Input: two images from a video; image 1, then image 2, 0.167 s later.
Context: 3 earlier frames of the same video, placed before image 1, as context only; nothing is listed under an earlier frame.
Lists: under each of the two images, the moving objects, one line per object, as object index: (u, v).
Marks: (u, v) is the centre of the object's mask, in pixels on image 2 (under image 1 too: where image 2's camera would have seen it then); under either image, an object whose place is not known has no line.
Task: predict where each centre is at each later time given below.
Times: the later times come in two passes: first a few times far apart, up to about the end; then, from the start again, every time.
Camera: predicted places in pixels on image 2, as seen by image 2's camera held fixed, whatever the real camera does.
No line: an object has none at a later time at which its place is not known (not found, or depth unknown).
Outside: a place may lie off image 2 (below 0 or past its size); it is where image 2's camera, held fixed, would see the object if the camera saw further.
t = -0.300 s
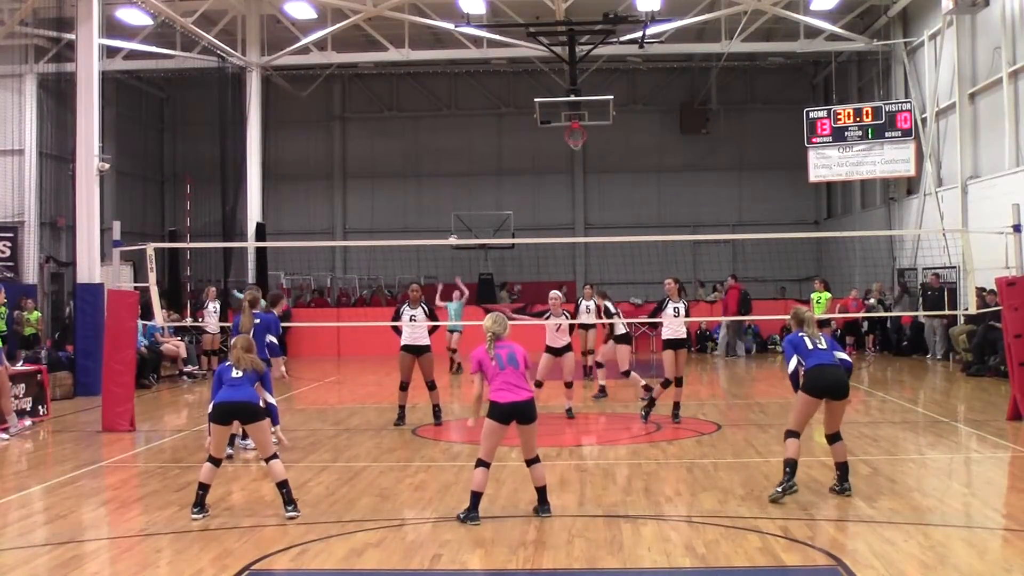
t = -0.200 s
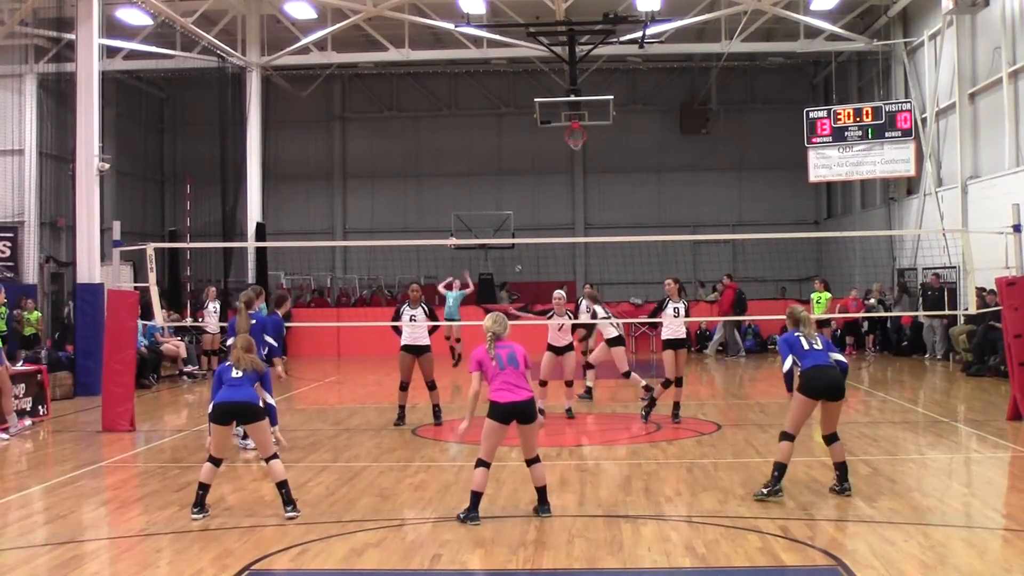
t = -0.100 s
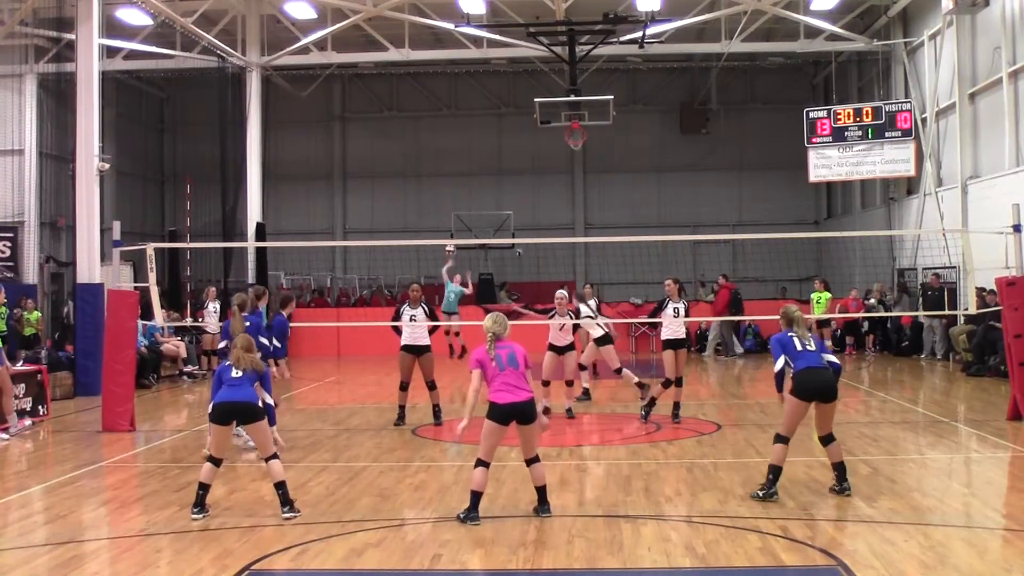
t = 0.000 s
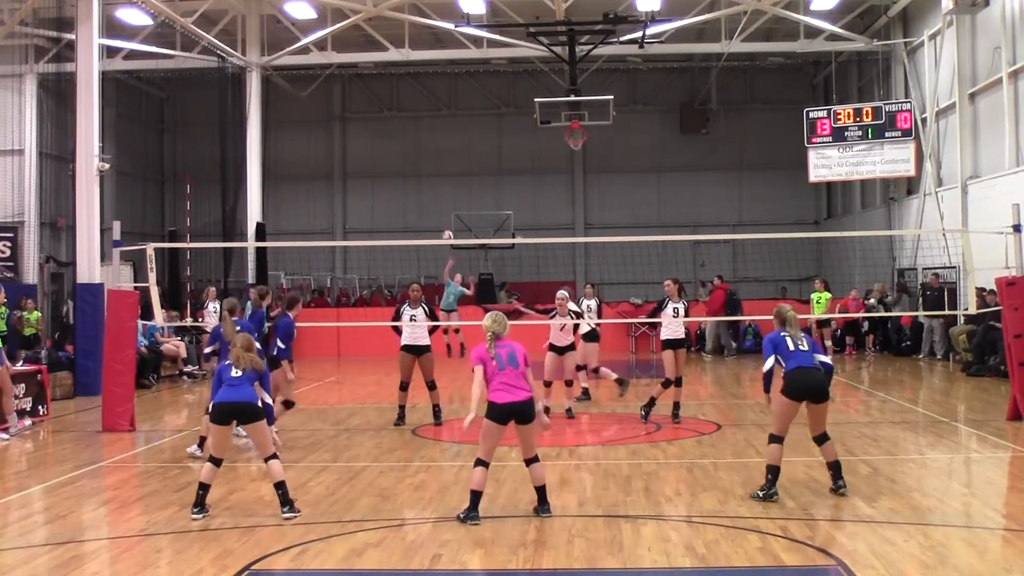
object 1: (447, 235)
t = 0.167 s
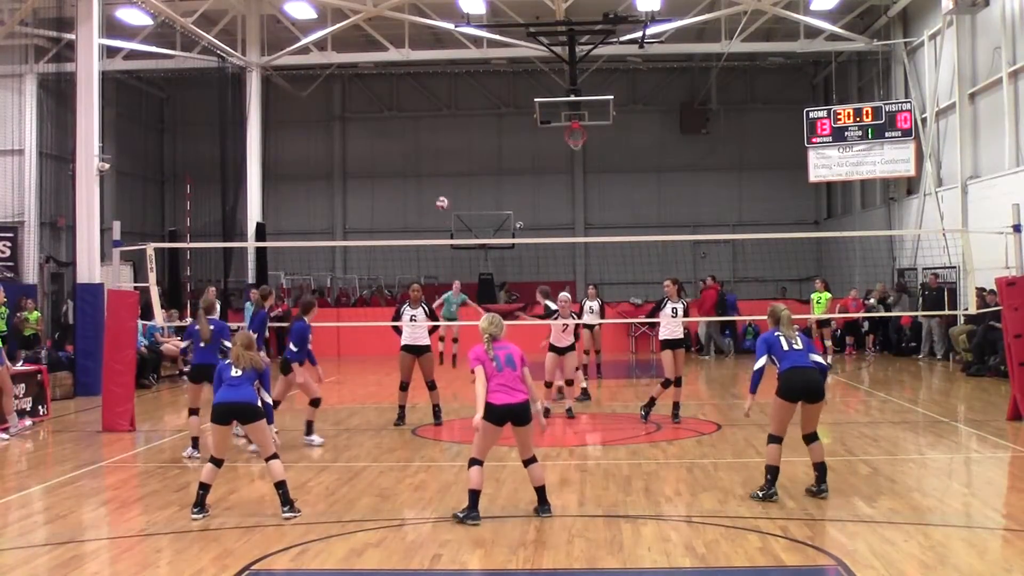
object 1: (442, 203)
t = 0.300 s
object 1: (437, 183)
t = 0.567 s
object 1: (428, 174)
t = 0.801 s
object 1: (416, 205)
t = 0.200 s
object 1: (441, 198)
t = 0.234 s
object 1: (440, 192)
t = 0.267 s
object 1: (439, 187)
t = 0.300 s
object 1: (437, 183)
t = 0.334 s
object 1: (436, 179)
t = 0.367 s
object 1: (435, 176)
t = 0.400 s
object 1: (433, 174)
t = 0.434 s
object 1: (432, 173)
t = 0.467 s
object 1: (431, 172)
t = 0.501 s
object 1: (430, 172)
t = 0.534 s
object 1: (429, 173)
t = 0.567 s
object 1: (428, 174)
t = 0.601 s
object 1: (427, 176)
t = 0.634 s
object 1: (425, 178)
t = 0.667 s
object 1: (424, 181)
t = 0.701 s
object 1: (422, 186)
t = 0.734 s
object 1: (420, 190)
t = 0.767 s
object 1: (418, 197)
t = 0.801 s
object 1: (416, 205)
